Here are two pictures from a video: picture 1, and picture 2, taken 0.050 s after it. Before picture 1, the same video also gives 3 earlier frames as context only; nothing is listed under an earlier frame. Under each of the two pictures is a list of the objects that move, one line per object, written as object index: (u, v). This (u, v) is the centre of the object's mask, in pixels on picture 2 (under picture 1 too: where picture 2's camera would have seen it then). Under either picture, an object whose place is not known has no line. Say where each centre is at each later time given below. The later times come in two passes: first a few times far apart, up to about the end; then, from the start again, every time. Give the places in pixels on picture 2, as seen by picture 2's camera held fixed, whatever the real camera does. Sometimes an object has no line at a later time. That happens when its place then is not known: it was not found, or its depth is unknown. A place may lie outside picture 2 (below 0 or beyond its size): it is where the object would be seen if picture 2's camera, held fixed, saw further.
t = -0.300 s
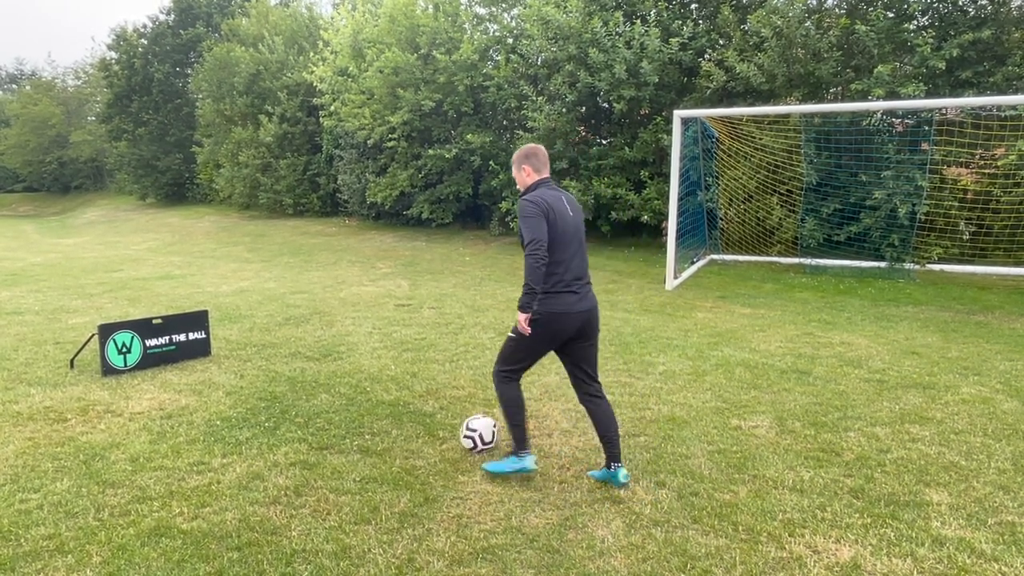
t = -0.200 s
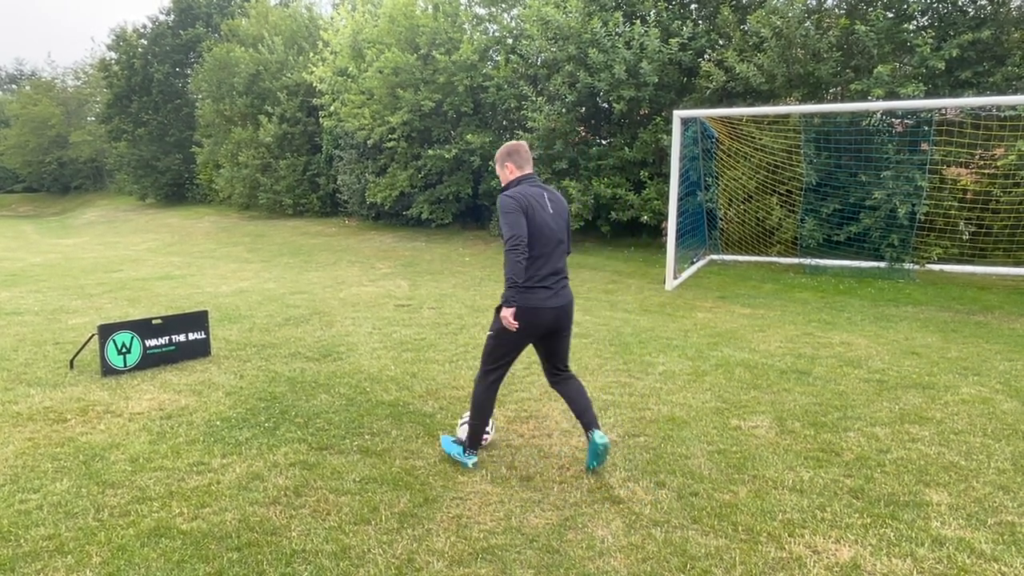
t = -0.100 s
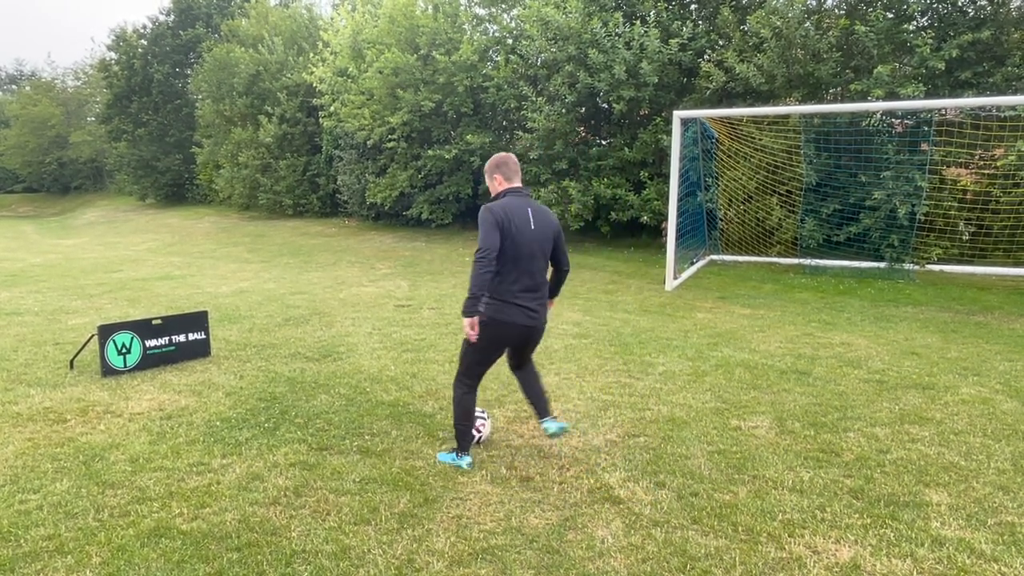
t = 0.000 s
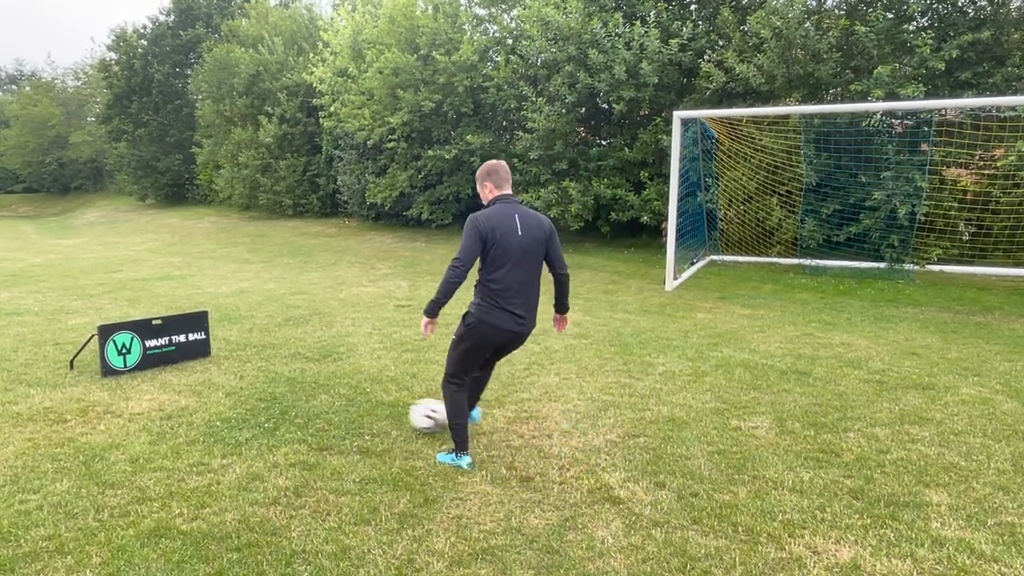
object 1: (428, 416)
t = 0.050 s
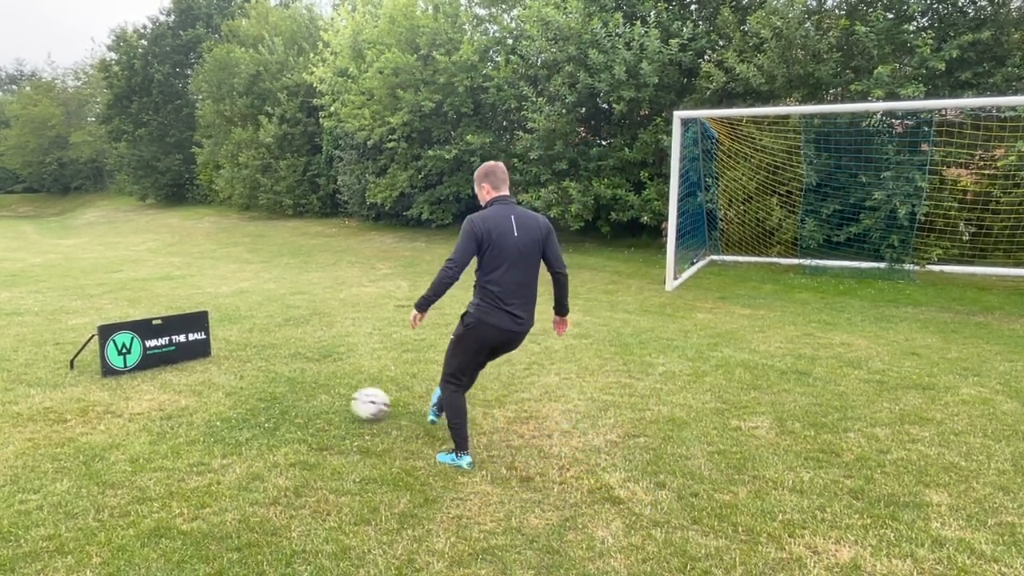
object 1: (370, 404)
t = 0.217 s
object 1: (218, 376)
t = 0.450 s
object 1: (162, 356)
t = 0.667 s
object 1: (240, 387)
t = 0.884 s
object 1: (304, 402)
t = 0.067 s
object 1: (352, 400)
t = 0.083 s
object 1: (334, 398)
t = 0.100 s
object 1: (318, 395)
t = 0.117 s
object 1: (302, 392)
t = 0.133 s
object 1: (286, 389)
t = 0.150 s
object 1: (272, 387)
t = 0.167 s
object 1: (257, 384)
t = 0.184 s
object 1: (245, 382)
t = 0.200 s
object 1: (231, 378)
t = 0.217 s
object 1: (218, 376)
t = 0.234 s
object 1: (206, 373)
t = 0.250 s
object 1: (195, 372)
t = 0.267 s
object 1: (183, 371)
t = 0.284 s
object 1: (172, 369)
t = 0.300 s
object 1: (162, 367)
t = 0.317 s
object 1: (152, 366)
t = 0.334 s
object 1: (142, 364)
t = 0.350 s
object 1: (134, 362)
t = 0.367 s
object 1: (136, 361)
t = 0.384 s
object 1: (141, 359)
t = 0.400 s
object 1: (147, 358)
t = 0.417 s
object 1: (152, 357)
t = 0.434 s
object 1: (157, 357)
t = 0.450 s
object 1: (162, 356)
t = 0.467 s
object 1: (167, 356)
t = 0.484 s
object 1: (173, 357)
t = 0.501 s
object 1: (179, 357)
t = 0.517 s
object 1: (184, 359)
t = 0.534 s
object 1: (190, 361)
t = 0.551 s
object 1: (196, 363)
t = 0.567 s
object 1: (202, 365)
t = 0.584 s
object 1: (208, 368)
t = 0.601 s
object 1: (214, 371)
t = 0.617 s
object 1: (221, 375)
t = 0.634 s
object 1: (227, 379)
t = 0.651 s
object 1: (233, 384)
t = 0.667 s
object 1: (240, 387)
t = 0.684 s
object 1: (245, 387)
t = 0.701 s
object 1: (250, 387)
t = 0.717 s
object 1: (254, 386)
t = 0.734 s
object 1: (259, 386)
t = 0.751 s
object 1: (264, 387)
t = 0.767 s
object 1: (268, 387)
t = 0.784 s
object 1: (273, 388)
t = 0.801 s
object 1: (278, 390)
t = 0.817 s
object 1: (283, 392)
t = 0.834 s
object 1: (288, 394)
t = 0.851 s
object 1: (293, 396)
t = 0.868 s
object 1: (298, 399)
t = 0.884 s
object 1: (304, 402)
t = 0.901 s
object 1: (308, 403)
